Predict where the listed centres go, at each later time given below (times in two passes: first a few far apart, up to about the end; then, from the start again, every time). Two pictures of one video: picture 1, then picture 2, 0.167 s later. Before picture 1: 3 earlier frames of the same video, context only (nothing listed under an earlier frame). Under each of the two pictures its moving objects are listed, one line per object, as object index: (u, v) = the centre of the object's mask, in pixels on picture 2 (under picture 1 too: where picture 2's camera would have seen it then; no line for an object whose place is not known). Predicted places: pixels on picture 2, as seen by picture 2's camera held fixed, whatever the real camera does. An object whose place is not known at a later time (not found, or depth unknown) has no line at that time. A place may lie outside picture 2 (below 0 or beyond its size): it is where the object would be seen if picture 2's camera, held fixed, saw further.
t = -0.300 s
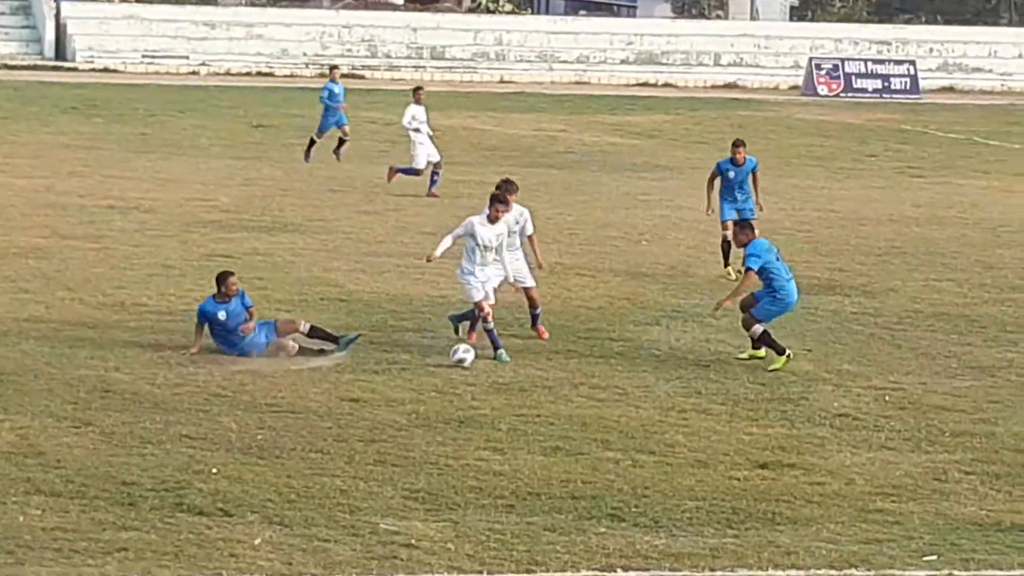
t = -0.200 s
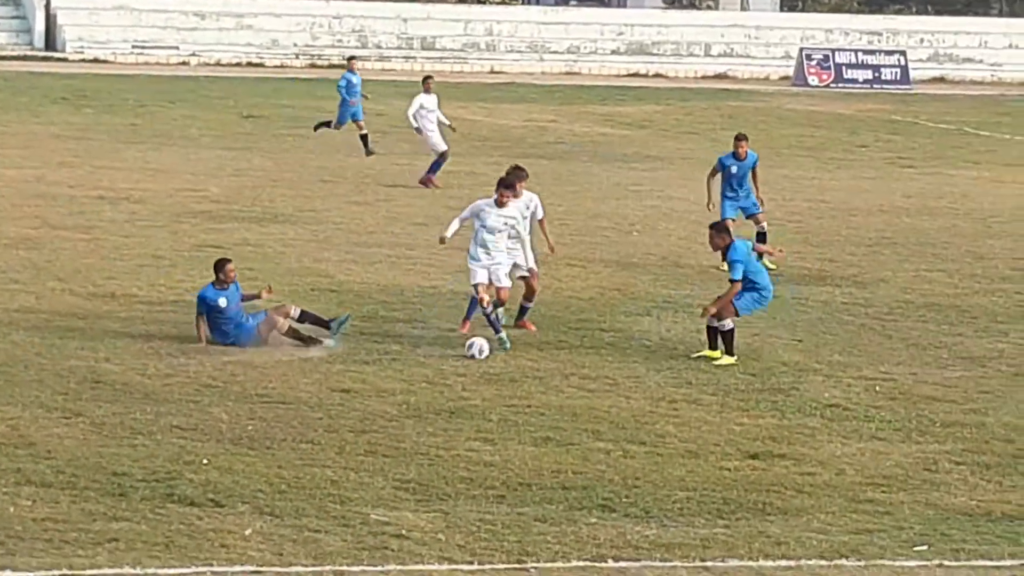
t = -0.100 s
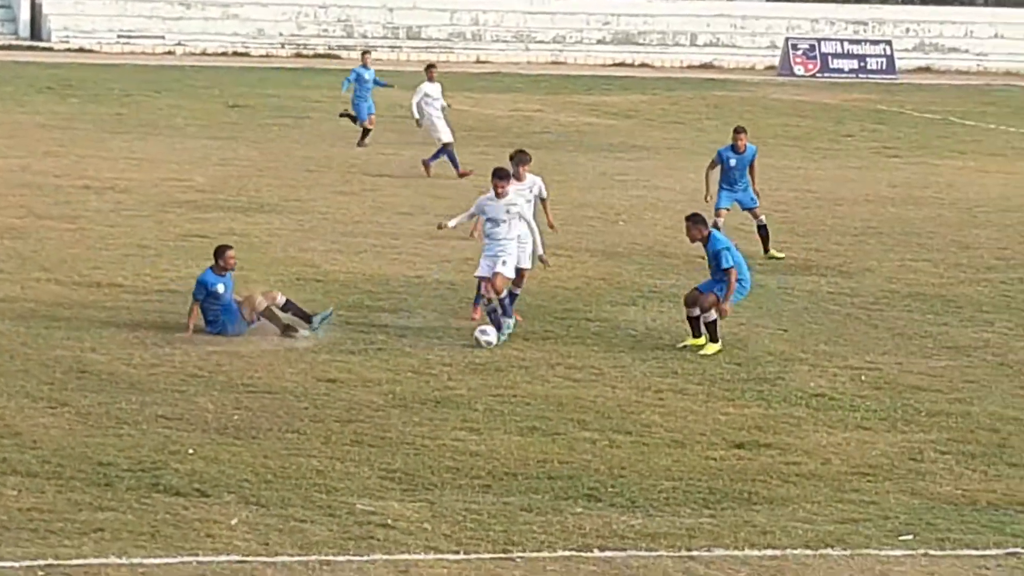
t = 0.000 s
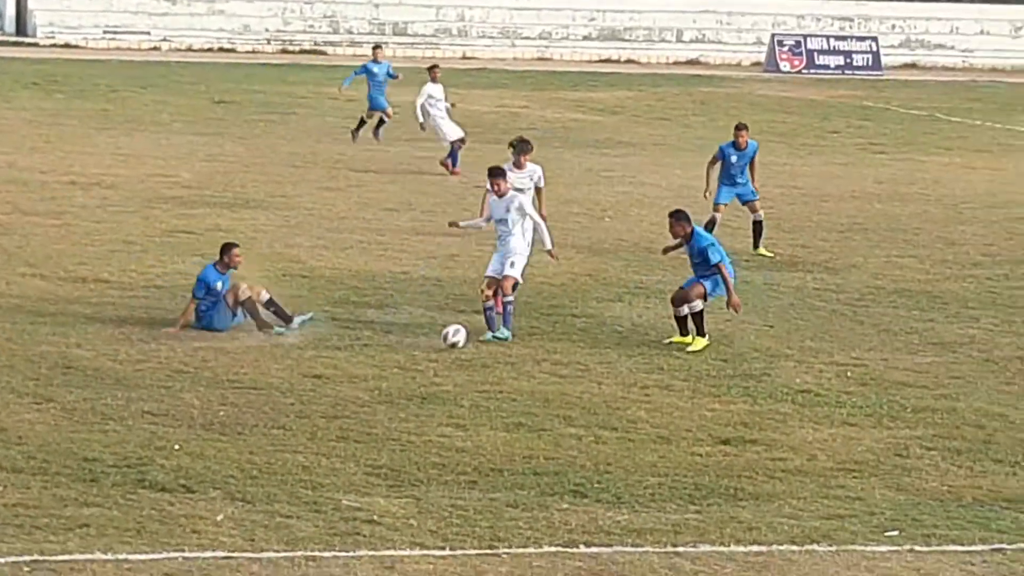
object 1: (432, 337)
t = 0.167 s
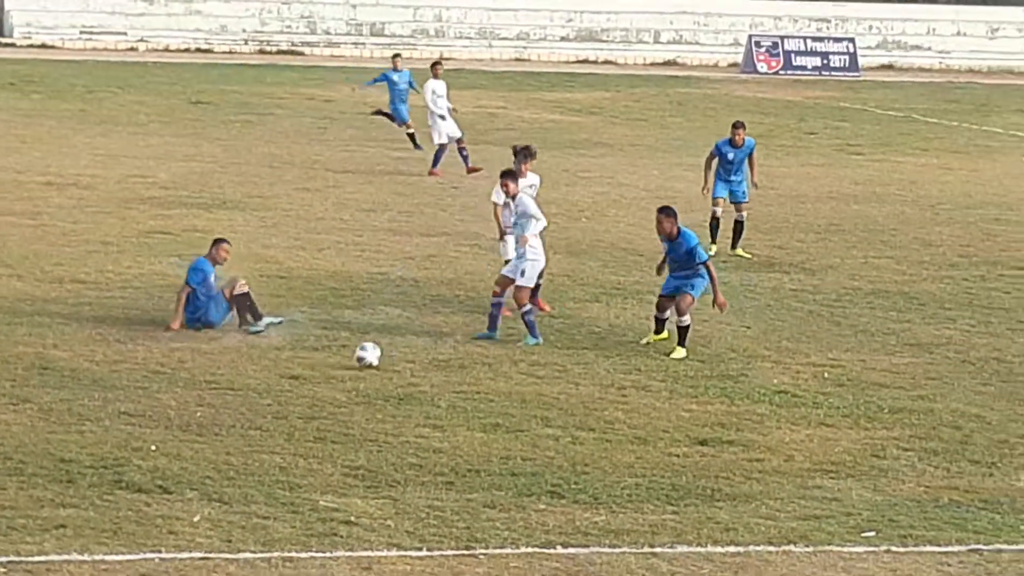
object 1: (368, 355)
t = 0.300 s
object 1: (325, 360)
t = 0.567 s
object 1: (249, 379)
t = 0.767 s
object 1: (204, 402)
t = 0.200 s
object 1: (358, 354)
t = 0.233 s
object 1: (347, 355)
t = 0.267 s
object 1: (337, 356)
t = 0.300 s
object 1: (325, 360)
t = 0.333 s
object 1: (314, 364)
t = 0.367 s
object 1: (302, 370)
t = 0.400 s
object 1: (291, 378)
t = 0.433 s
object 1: (281, 382)
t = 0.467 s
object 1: (274, 379)
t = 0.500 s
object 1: (266, 378)
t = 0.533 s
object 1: (258, 379)
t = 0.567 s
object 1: (249, 379)
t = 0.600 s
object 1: (242, 383)
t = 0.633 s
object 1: (234, 388)
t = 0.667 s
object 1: (226, 394)
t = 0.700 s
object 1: (218, 400)
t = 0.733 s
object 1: (210, 404)
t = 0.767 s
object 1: (204, 402)
